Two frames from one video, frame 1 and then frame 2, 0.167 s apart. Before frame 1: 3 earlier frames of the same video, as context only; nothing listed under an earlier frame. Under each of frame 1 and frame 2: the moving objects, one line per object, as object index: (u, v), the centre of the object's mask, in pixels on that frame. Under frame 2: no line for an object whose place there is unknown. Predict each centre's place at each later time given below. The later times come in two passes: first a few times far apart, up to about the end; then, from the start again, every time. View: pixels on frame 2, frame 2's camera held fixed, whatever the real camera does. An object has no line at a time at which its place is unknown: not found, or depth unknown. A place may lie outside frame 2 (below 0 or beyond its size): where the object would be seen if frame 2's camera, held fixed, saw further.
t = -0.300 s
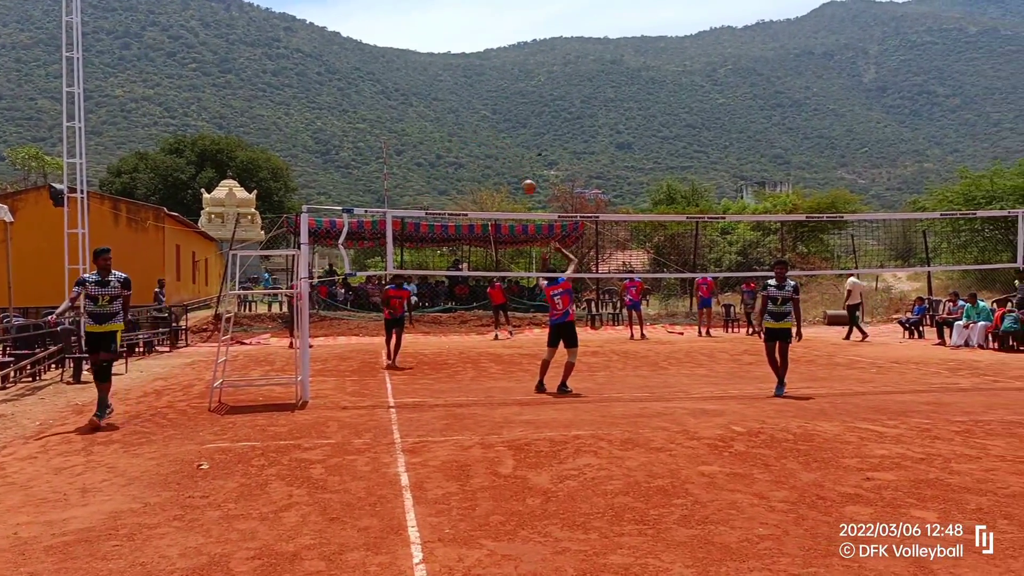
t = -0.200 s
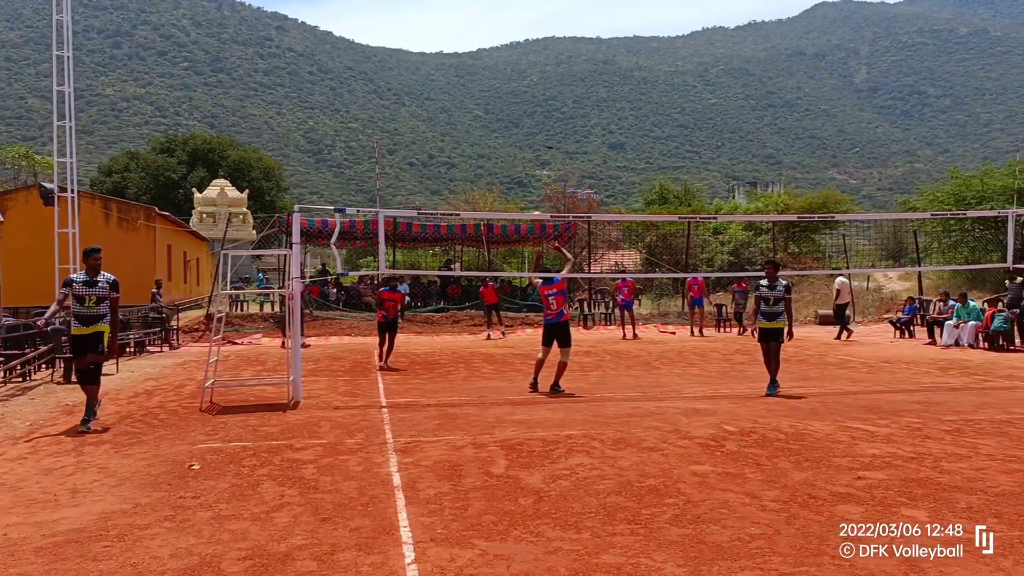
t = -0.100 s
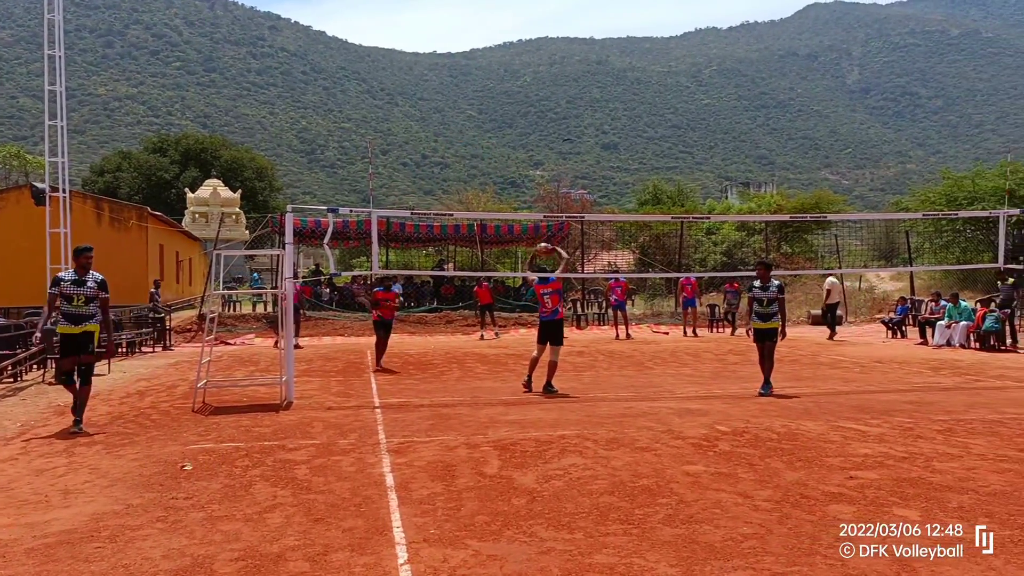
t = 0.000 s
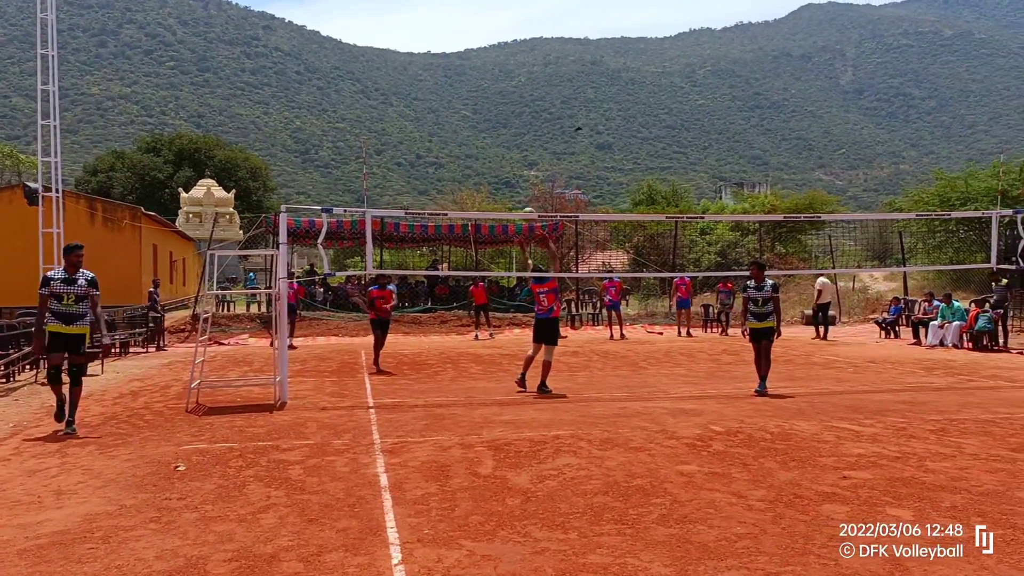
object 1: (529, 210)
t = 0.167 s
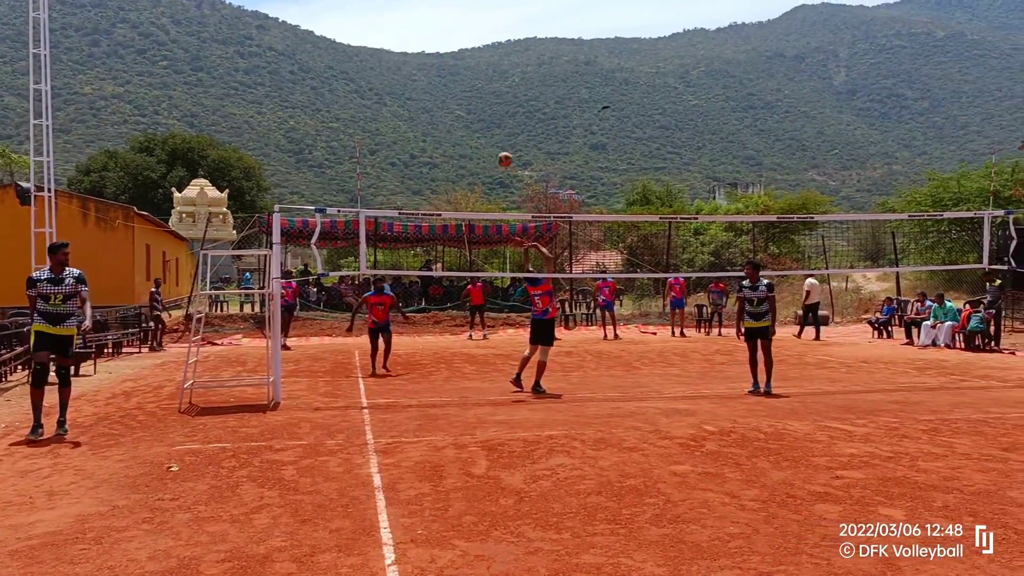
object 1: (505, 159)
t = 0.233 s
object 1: (498, 143)
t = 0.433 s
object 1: (477, 112)
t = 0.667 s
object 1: (454, 111)
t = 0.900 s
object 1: (433, 148)
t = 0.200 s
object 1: (501, 151)
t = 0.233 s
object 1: (498, 143)
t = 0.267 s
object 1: (494, 136)
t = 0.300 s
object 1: (491, 129)
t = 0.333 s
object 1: (488, 124)
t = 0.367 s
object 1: (484, 119)
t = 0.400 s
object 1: (481, 115)
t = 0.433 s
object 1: (477, 112)
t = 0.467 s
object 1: (474, 110)
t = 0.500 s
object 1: (471, 108)
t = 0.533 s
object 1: (468, 107)
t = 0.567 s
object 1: (464, 107)
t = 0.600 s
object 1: (461, 107)
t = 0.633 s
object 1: (457, 109)
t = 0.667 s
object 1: (454, 111)
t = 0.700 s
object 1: (451, 114)
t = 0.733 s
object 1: (448, 118)
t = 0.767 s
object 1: (445, 122)
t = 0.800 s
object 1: (442, 128)
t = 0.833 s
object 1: (439, 134)
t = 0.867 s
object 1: (436, 140)
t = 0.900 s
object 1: (433, 148)
